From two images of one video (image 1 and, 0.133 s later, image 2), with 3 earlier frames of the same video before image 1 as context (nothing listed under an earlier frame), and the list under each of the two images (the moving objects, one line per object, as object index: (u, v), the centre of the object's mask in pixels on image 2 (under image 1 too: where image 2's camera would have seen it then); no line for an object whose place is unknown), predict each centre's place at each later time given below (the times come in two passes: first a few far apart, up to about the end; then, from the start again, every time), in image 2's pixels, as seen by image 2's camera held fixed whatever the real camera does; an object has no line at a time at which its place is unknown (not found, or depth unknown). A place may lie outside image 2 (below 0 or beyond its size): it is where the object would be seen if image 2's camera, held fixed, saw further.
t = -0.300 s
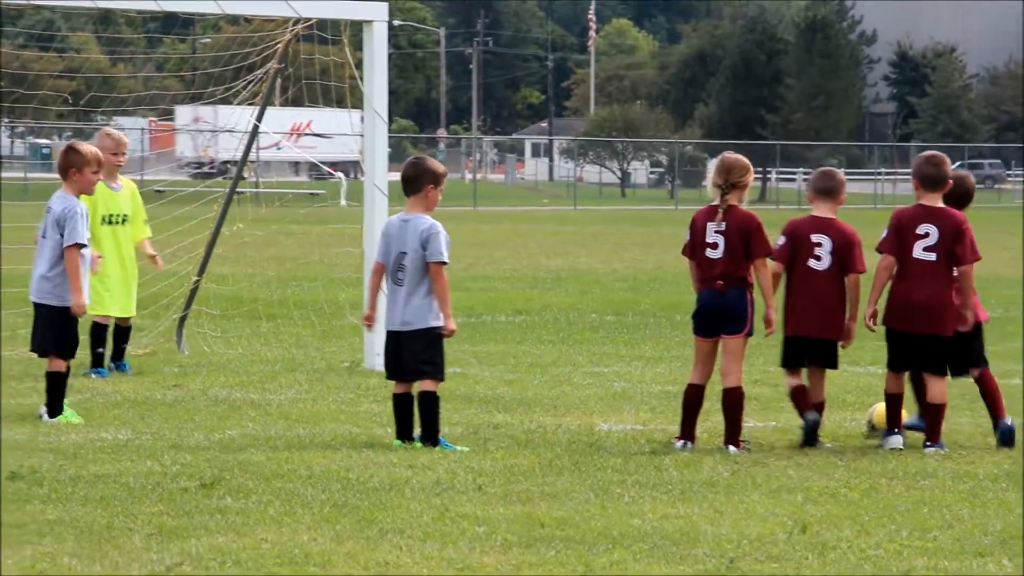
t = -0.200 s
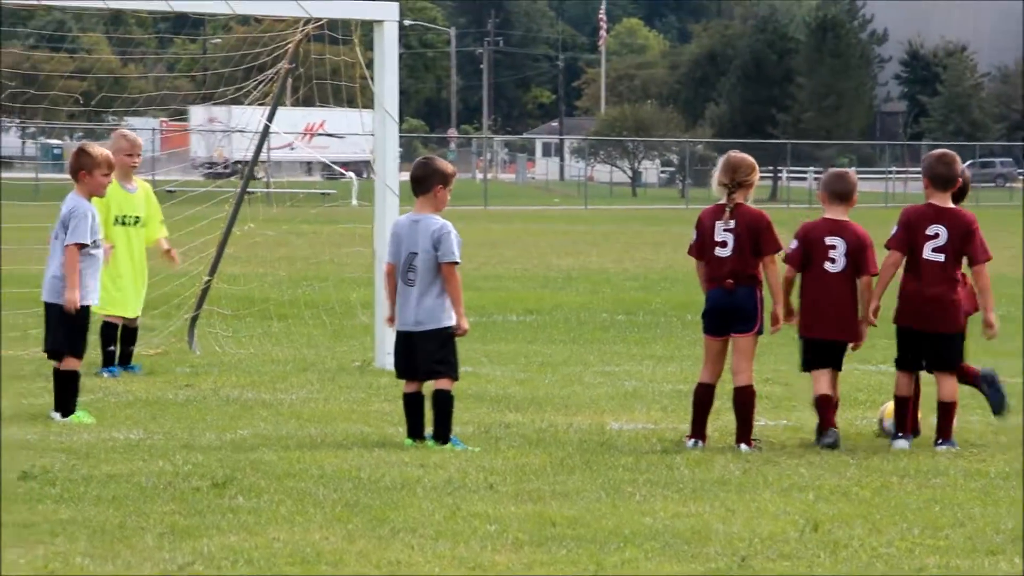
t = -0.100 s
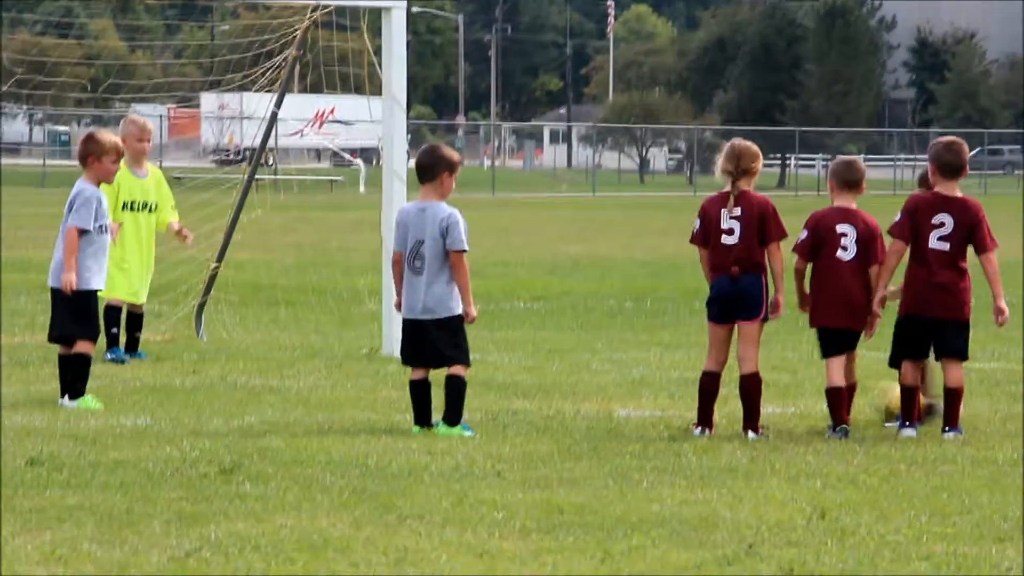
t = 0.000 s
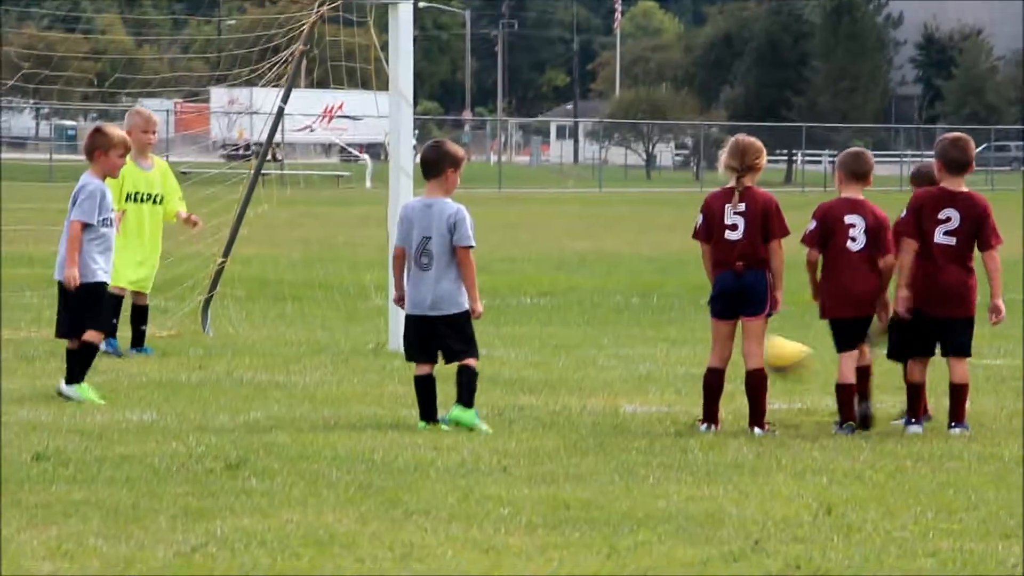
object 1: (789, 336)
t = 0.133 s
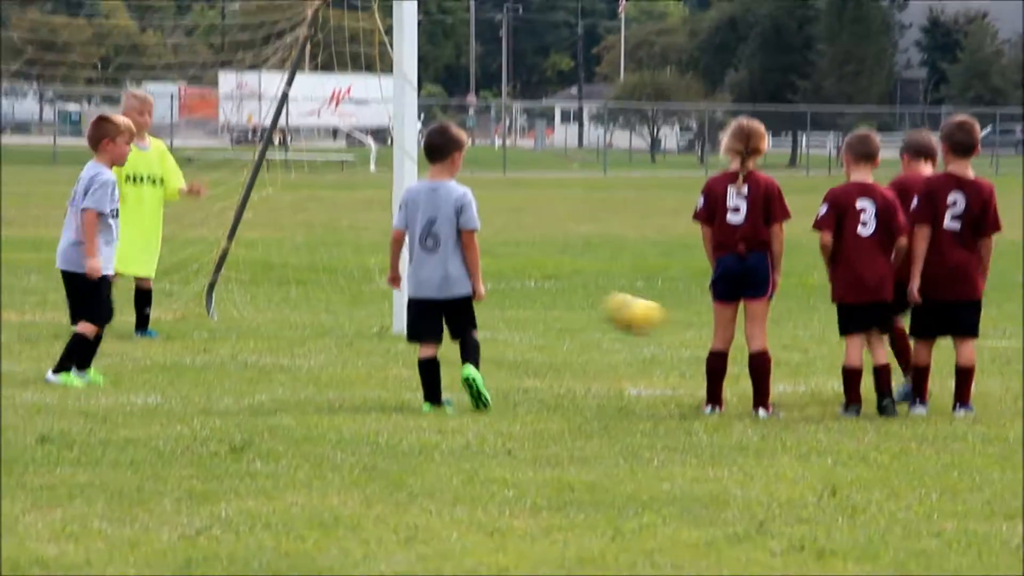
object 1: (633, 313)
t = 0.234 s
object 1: (522, 316)
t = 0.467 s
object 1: (308, 327)
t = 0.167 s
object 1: (594, 311)
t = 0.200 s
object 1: (558, 313)
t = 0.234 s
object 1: (522, 316)
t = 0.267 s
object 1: (489, 322)
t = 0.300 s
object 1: (470, 325)
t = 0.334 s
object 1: (403, 339)
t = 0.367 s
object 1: (379, 349)
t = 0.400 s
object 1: (348, 349)
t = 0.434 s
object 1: (327, 338)
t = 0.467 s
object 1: (308, 327)
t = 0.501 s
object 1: (287, 319)
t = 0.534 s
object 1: (267, 313)
